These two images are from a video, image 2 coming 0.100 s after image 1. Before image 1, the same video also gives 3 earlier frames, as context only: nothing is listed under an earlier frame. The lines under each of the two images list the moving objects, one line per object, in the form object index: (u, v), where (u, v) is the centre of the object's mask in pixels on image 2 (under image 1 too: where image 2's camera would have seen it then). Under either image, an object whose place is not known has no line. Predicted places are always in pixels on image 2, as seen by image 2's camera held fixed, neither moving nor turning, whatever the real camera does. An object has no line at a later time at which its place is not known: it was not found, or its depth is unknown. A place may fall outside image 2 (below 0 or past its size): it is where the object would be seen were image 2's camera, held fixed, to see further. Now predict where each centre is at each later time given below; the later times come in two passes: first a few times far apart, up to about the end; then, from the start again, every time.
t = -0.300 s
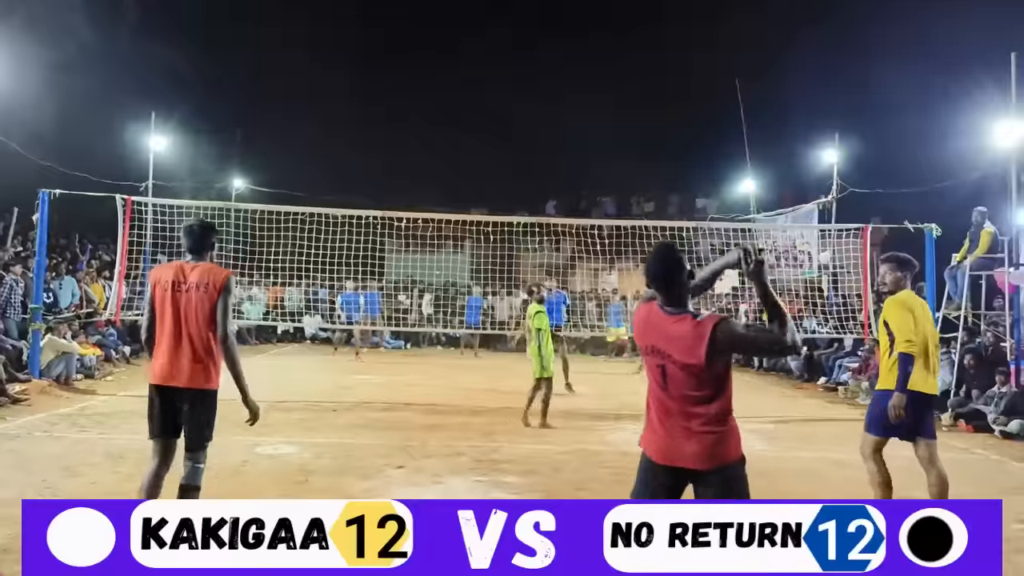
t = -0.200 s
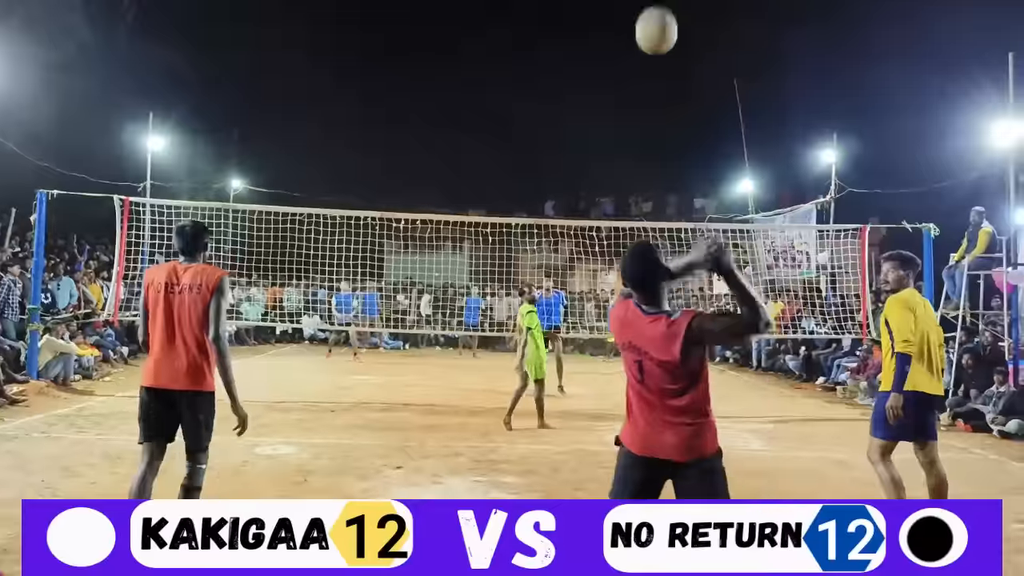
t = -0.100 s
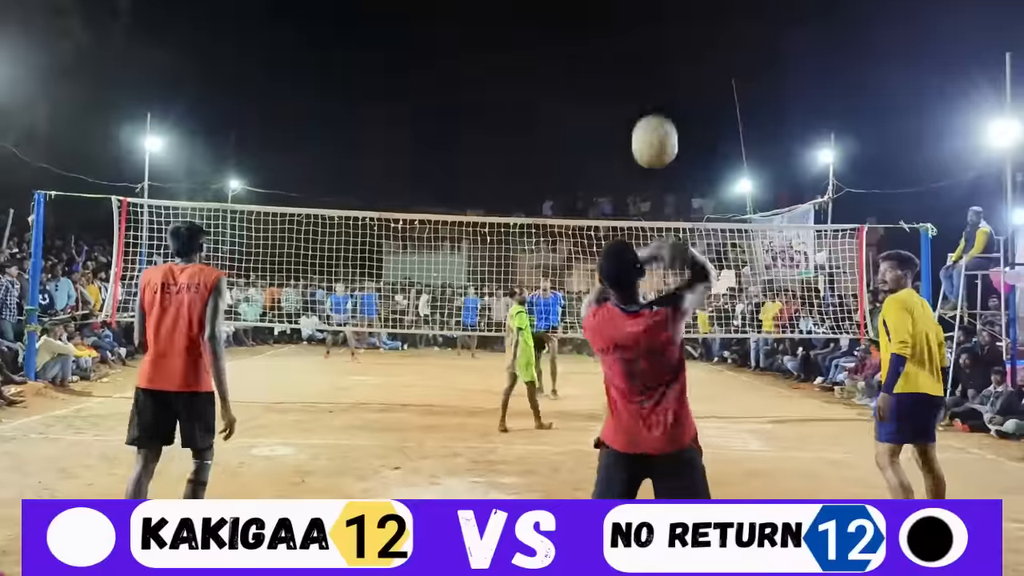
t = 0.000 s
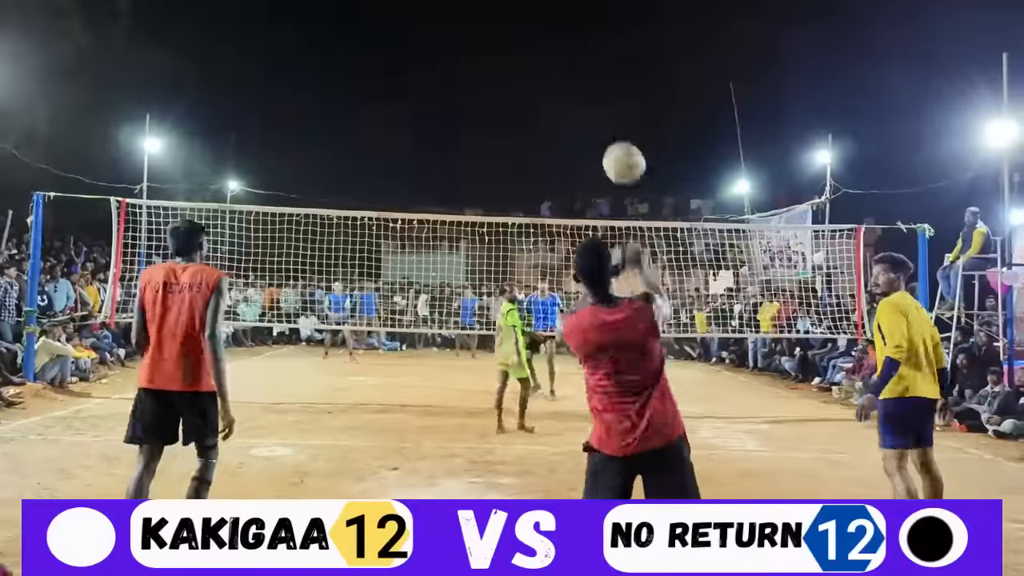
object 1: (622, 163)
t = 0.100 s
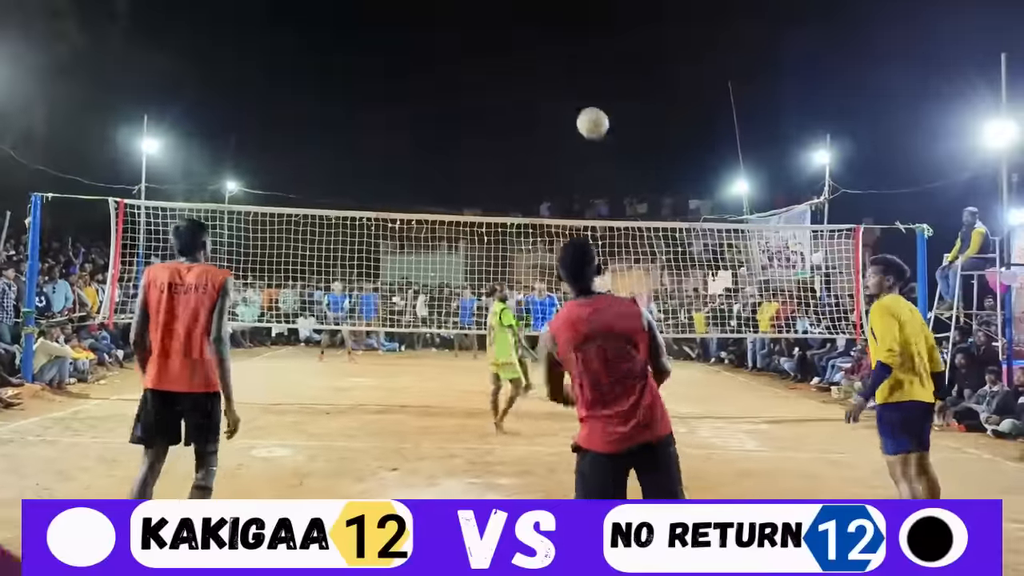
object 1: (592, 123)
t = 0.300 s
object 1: (568, 101)
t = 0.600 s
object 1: (547, 131)
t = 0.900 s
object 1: (534, 200)
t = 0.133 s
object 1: (586, 115)
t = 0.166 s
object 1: (581, 110)
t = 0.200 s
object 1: (576, 106)
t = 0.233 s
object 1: (573, 103)
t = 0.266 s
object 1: (570, 102)
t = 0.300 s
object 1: (568, 101)
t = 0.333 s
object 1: (566, 101)
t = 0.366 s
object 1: (563, 102)
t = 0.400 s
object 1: (561, 104)
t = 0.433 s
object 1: (559, 107)
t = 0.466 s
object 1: (557, 111)
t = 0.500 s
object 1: (554, 115)
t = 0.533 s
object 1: (552, 120)
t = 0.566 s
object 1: (550, 125)
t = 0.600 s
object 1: (547, 131)
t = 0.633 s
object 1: (545, 137)
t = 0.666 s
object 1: (544, 144)
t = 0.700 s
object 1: (542, 151)
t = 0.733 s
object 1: (540, 159)
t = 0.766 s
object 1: (539, 167)
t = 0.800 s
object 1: (538, 175)
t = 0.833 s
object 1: (537, 183)
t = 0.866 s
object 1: (535, 191)
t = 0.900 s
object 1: (534, 200)
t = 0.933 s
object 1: (533, 209)
